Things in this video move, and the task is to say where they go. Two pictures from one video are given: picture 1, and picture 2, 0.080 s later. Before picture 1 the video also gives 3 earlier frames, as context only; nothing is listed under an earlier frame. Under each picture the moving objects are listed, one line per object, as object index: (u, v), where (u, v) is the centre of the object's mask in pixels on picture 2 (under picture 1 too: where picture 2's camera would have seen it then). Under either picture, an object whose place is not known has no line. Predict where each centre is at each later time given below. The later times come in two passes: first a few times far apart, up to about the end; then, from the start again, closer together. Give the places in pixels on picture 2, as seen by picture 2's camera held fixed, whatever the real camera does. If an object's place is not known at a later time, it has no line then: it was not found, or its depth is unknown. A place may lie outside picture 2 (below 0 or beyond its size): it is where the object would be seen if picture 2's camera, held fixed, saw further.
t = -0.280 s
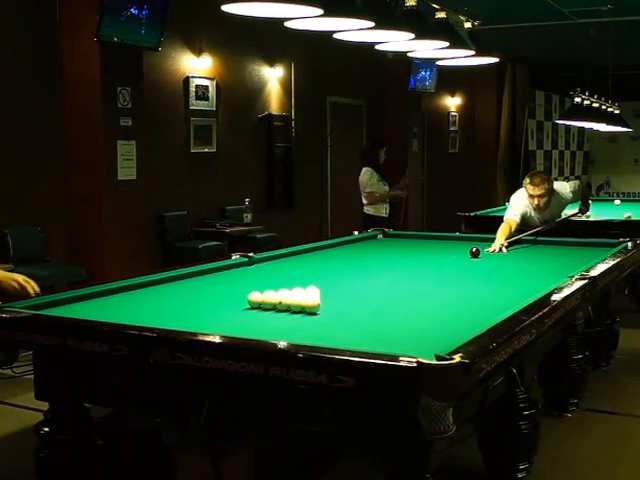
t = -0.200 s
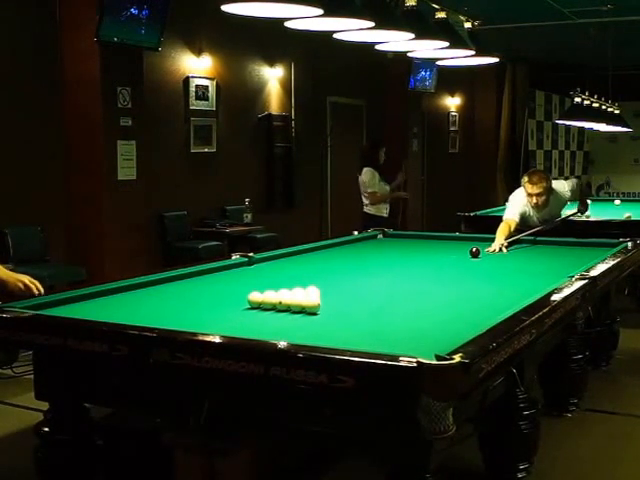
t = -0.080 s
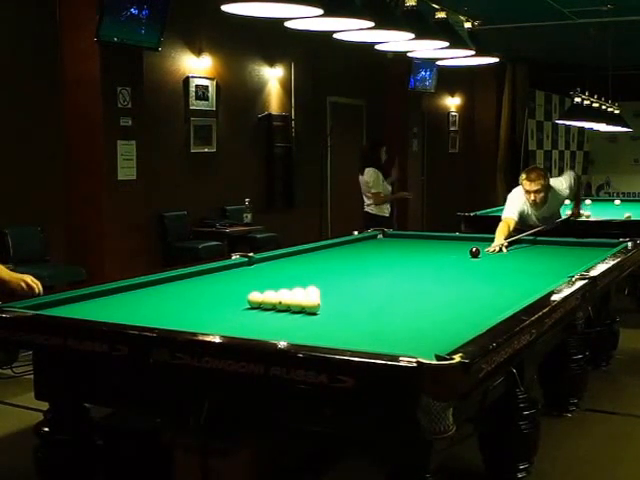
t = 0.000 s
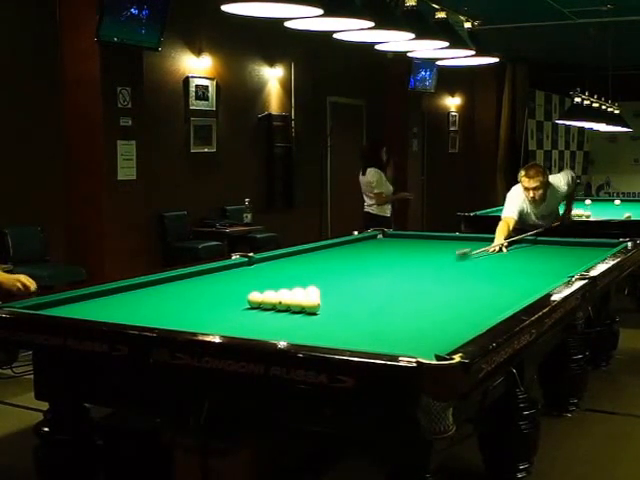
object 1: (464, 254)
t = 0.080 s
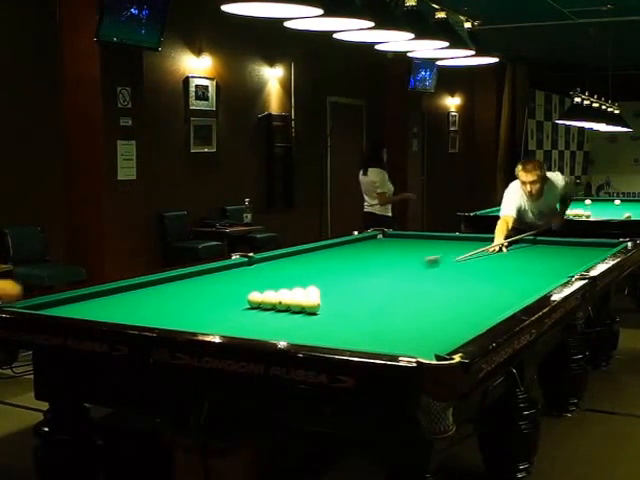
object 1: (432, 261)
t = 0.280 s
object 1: (347, 279)
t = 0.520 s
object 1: (227, 297)
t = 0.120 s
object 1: (417, 264)
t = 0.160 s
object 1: (400, 268)
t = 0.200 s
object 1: (384, 271)
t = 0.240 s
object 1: (366, 276)
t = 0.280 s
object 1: (347, 279)
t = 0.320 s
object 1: (329, 282)
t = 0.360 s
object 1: (310, 283)
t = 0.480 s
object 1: (245, 293)
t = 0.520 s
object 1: (227, 297)
